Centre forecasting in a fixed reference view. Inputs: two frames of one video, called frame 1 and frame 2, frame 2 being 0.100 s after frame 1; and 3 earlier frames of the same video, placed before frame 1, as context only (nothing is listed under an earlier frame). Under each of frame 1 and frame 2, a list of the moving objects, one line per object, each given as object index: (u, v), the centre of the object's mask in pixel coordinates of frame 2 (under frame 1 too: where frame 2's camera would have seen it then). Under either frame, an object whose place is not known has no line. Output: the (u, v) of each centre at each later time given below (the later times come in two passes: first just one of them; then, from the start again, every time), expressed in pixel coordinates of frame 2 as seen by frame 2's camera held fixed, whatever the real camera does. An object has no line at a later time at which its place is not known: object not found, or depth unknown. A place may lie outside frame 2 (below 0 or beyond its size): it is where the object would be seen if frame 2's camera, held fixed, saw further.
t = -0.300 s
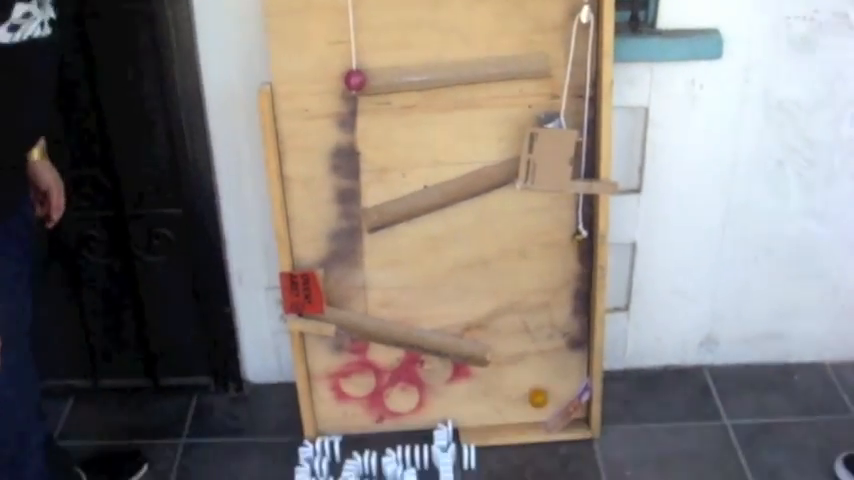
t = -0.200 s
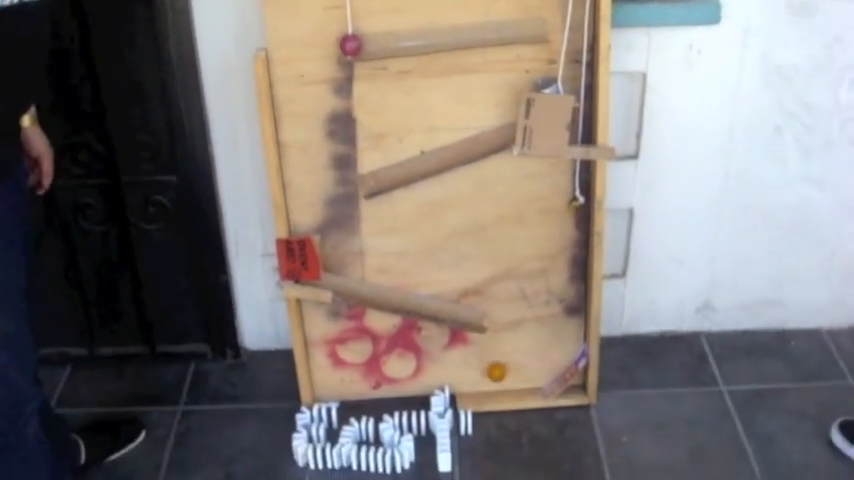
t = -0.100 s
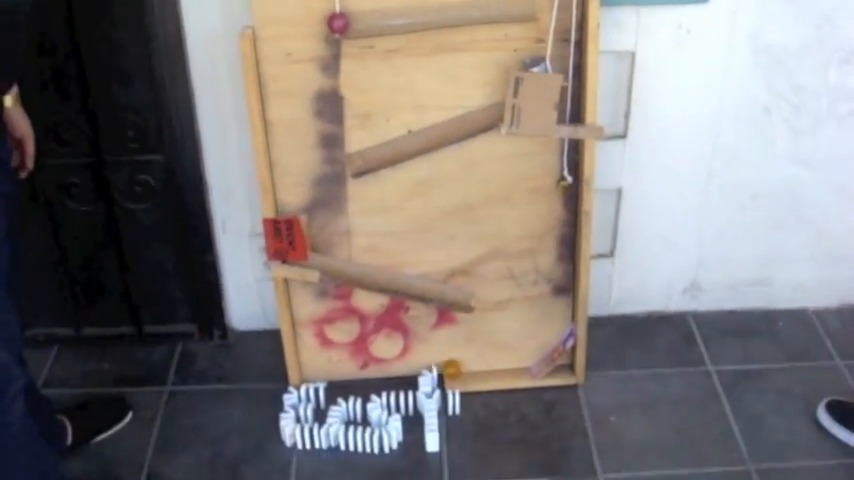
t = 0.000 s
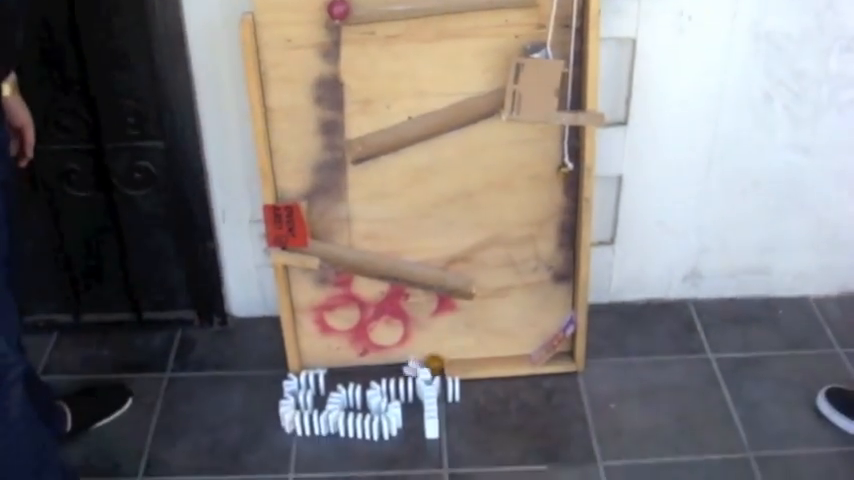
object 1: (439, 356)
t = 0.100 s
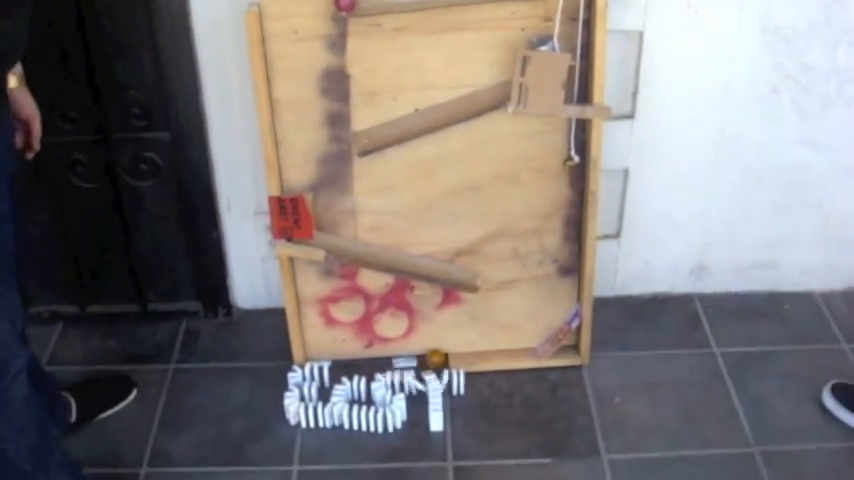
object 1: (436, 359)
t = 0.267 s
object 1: (427, 359)
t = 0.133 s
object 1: (434, 359)
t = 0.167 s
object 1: (433, 359)
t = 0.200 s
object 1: (431, 359)
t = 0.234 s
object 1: (428, 358)
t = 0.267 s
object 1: (427, 359)
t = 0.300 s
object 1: (425, 359)
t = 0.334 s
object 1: (423, 359)
